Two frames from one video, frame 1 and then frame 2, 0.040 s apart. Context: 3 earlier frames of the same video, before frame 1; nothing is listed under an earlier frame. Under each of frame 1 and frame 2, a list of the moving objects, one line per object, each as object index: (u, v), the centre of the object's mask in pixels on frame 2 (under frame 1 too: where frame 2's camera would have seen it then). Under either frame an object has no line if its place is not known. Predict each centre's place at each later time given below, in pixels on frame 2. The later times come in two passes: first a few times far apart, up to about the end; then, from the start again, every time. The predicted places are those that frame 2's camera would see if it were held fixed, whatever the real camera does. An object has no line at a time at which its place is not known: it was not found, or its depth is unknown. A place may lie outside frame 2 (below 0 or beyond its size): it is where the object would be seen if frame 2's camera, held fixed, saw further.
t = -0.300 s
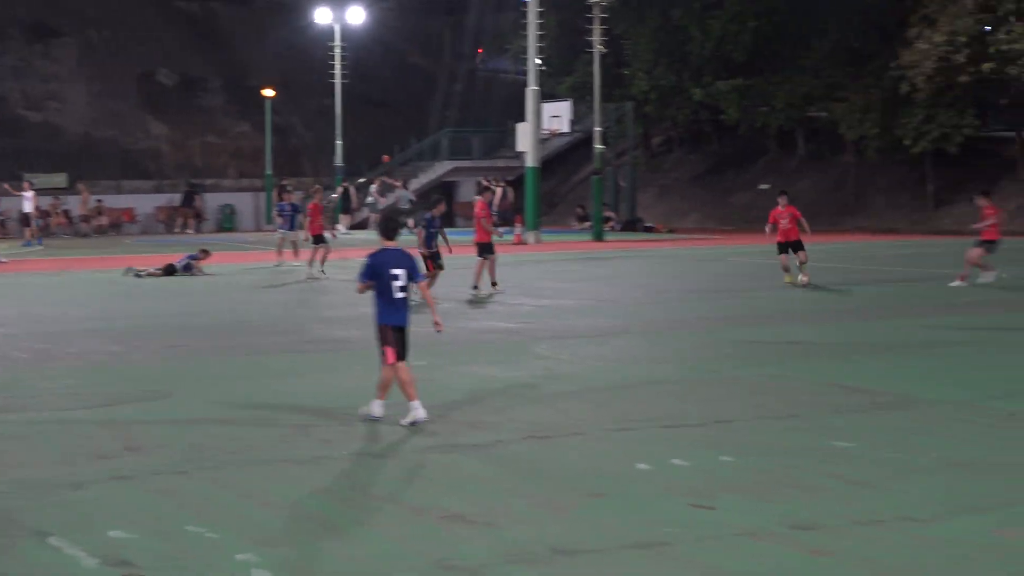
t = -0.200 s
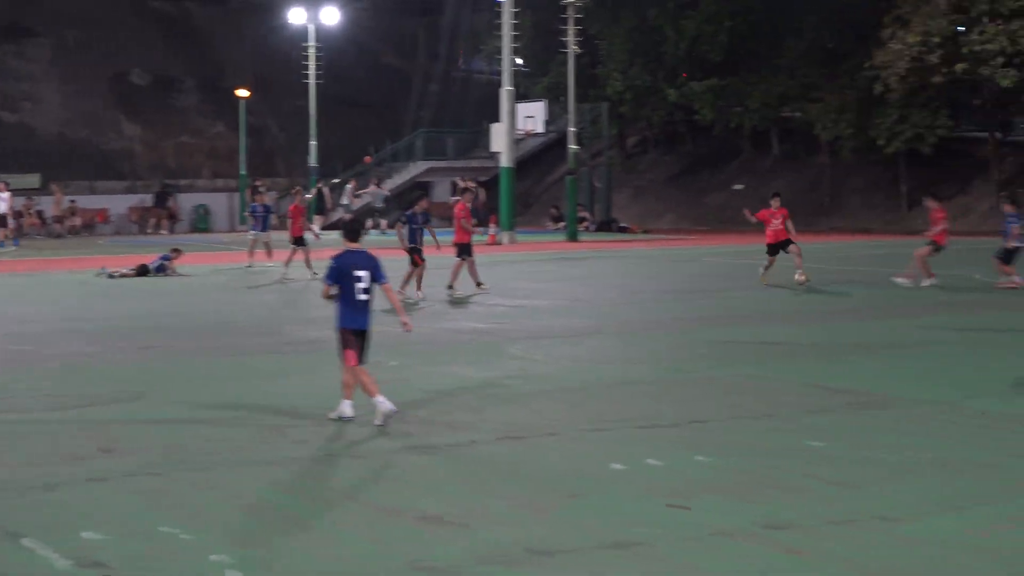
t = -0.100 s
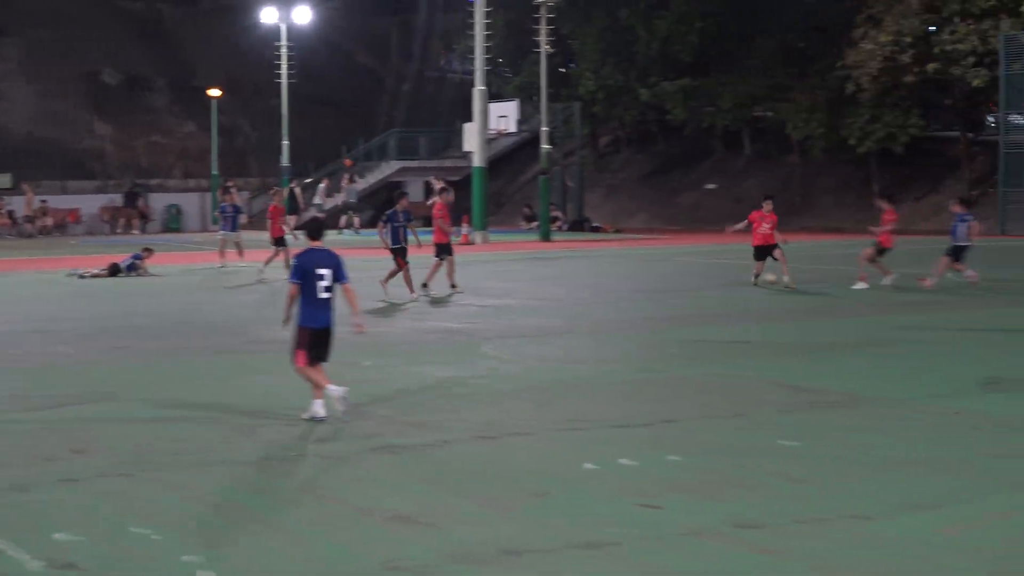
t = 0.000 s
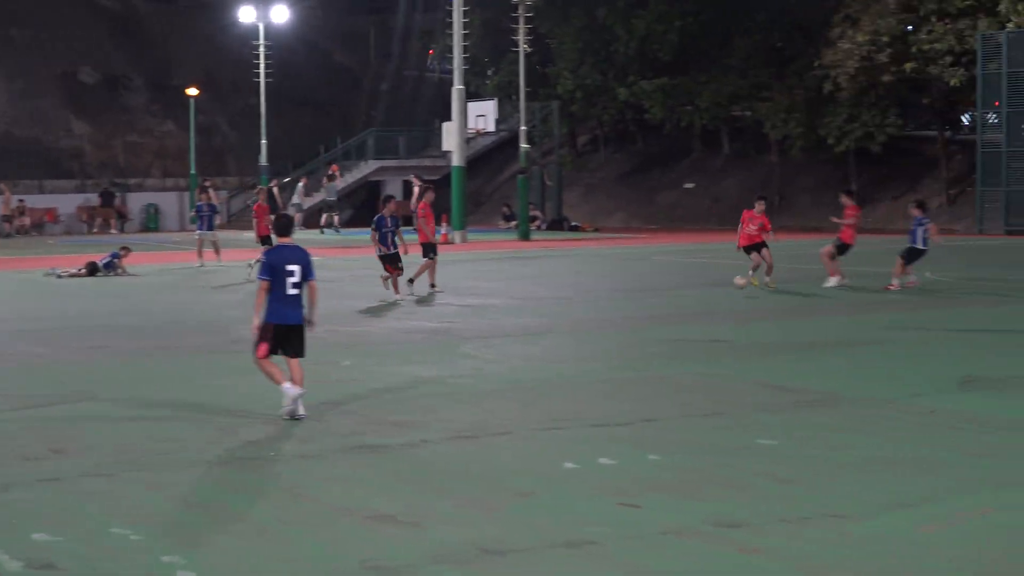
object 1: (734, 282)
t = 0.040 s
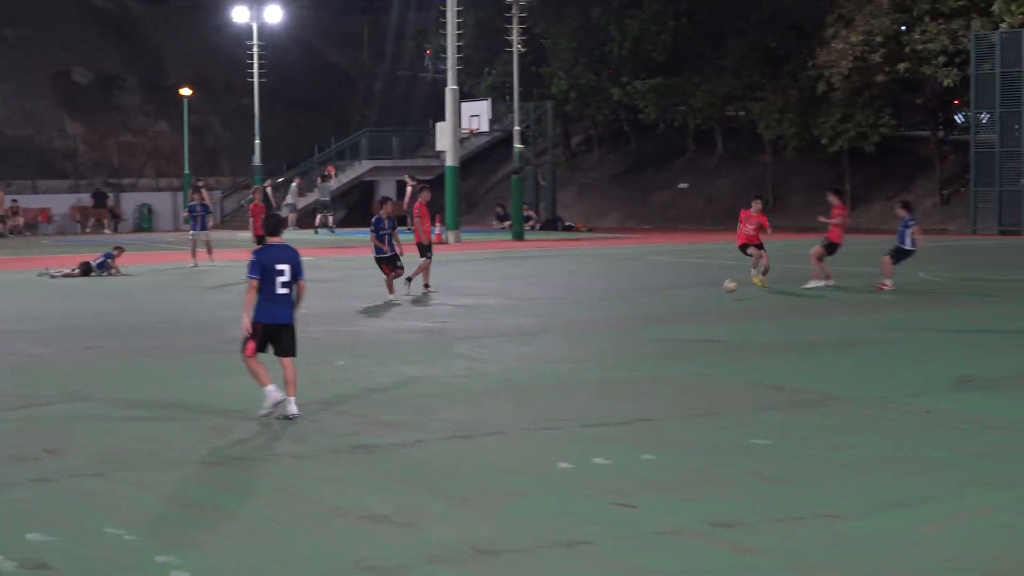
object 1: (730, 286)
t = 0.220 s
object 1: (712, 295)
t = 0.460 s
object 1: (689, 305)
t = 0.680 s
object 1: (672, 314)
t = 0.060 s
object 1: (727, 288)
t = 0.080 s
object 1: (725, 291)
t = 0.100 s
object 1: (723, 293)
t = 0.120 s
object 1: (721, 296)
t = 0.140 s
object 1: (719, 295)
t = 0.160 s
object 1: (717, 294)
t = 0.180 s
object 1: (715, 294)
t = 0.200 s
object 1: (714, 295)
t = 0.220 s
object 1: (712, 295)
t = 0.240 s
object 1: (710, 295)
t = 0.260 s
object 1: (708, 296)
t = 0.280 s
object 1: (706, 297)
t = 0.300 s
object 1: (704, 298)
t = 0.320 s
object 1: (701, 300)
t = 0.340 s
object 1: (700, 302)
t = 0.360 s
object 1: (697, 305)
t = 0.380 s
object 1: (695, 307)
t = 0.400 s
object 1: (694, 306)
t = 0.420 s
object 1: (692, 306)
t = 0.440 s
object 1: (691, 305)
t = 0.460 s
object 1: (689, 305)
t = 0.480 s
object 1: (687, 305)
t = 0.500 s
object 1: (686, 306)
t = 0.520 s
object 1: (684, 306)
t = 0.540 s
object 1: (682, 308)
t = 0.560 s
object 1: (681, 309)
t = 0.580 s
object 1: (679, 311)
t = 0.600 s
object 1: (677, 313)
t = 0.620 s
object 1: (675, 315)
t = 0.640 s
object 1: (675, 315)
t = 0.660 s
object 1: (673, 315)
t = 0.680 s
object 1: (672, 314)
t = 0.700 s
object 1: (671, 314)
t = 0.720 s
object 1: (669, 315)
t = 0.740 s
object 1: (668, 315)
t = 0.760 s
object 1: (666, 317)
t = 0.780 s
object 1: (666, 318)
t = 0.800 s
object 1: (664, 320)
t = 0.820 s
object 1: (662, 322)
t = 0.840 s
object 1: (661, 322)
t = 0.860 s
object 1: (659, 321)
